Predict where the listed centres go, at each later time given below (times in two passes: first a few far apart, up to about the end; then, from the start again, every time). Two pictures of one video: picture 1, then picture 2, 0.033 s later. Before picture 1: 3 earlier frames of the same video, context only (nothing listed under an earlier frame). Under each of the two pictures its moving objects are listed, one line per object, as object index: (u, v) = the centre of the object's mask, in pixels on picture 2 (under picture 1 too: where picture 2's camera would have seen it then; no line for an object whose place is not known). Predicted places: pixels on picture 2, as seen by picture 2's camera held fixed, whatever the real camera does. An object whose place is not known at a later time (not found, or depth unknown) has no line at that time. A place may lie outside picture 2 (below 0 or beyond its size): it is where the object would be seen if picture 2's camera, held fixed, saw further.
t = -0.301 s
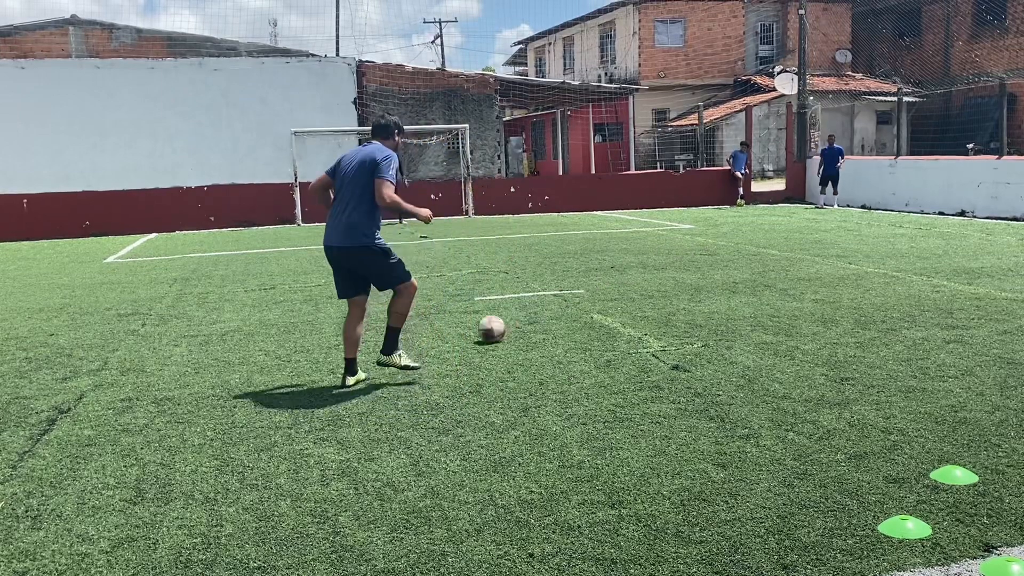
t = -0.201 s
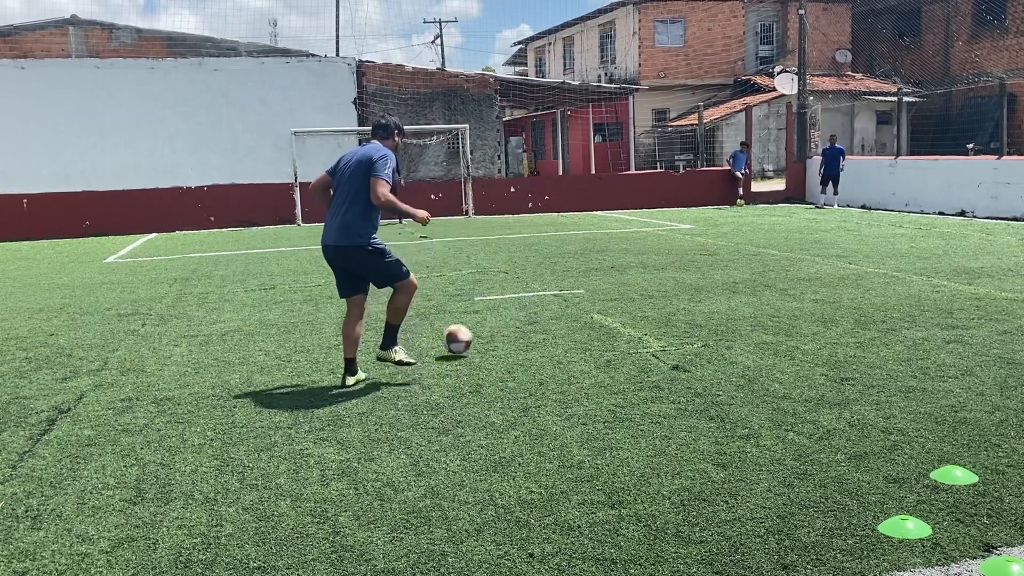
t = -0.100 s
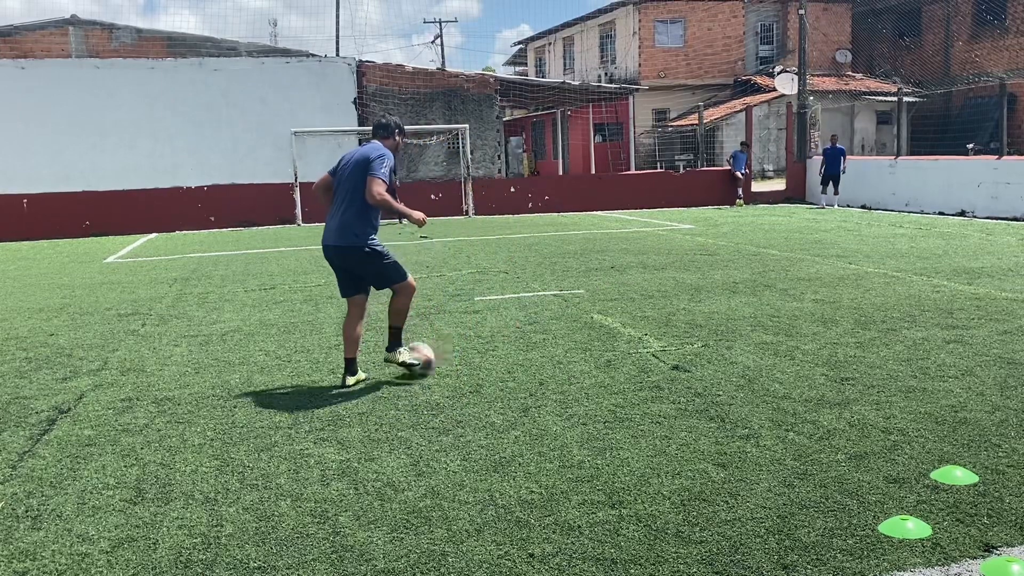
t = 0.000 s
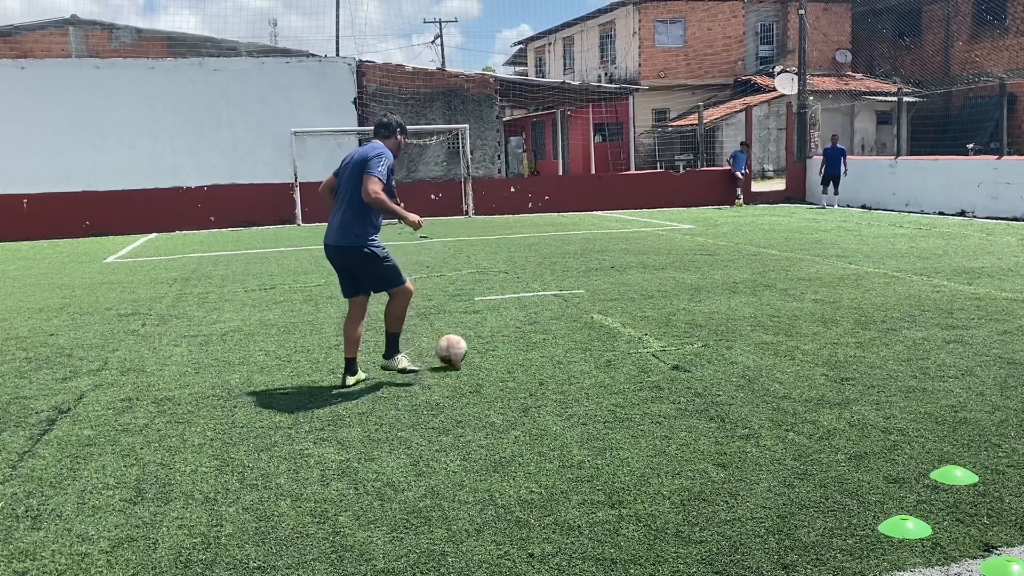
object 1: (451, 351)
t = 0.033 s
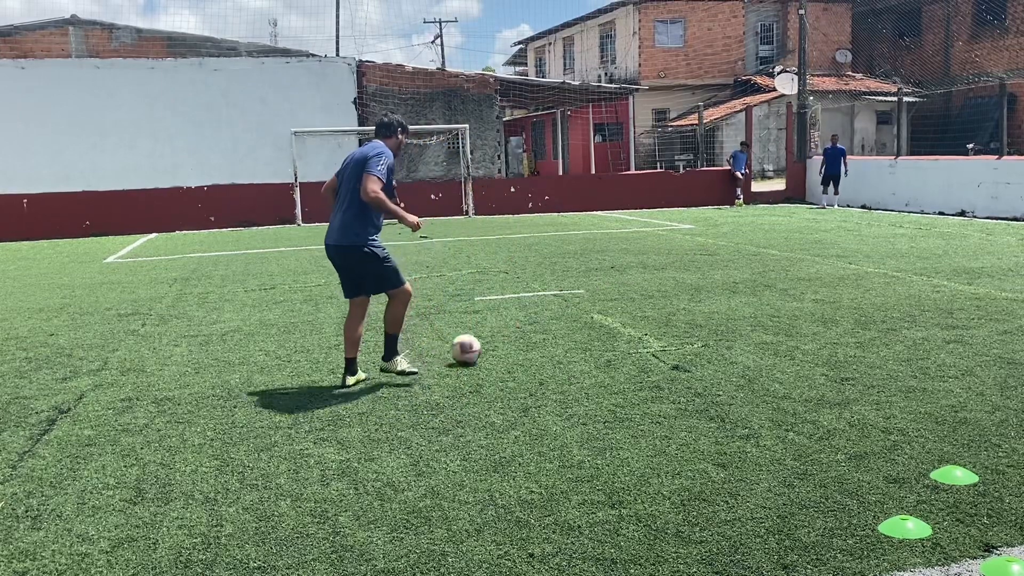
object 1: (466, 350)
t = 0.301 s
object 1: (533, 333)
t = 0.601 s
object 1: (583, 324)
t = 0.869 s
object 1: (623, 317)
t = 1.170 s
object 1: (660, 310)
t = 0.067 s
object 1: (477, 347)
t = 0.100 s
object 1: (486, 342)
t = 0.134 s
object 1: (494, 338)
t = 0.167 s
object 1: (502, 335)
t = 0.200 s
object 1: (511, 335)
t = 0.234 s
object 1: (519, 336)
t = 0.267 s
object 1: (527, 337)
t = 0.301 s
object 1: (533, 333)
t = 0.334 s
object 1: (539, 330)
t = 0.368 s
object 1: (544, 329)
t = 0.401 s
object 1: (550, 330)
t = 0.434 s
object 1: (556, 332)
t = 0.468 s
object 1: (561, 329)
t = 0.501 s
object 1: (566, 327)
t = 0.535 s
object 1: (573, 327)
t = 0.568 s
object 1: (577, 326)
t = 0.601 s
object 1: (583, 324)
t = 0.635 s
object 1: (589, 323)
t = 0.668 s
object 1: (593, 323)
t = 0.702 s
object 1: (598, 321)
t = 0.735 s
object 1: (604, 320)
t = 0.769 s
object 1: (609, 320)
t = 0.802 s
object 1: (613, 319)
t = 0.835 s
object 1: (618, 318)
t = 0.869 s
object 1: (623, 317)
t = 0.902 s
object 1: (627, 315)
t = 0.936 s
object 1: (629, 315)
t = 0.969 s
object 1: (636, 314)
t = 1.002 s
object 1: (638, 314)
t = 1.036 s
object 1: (644, 313)
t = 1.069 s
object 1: (648, 312)
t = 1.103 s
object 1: (652, 312)
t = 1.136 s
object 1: (656, 311)
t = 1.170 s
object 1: (660, 310)
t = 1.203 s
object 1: (663, 310)
